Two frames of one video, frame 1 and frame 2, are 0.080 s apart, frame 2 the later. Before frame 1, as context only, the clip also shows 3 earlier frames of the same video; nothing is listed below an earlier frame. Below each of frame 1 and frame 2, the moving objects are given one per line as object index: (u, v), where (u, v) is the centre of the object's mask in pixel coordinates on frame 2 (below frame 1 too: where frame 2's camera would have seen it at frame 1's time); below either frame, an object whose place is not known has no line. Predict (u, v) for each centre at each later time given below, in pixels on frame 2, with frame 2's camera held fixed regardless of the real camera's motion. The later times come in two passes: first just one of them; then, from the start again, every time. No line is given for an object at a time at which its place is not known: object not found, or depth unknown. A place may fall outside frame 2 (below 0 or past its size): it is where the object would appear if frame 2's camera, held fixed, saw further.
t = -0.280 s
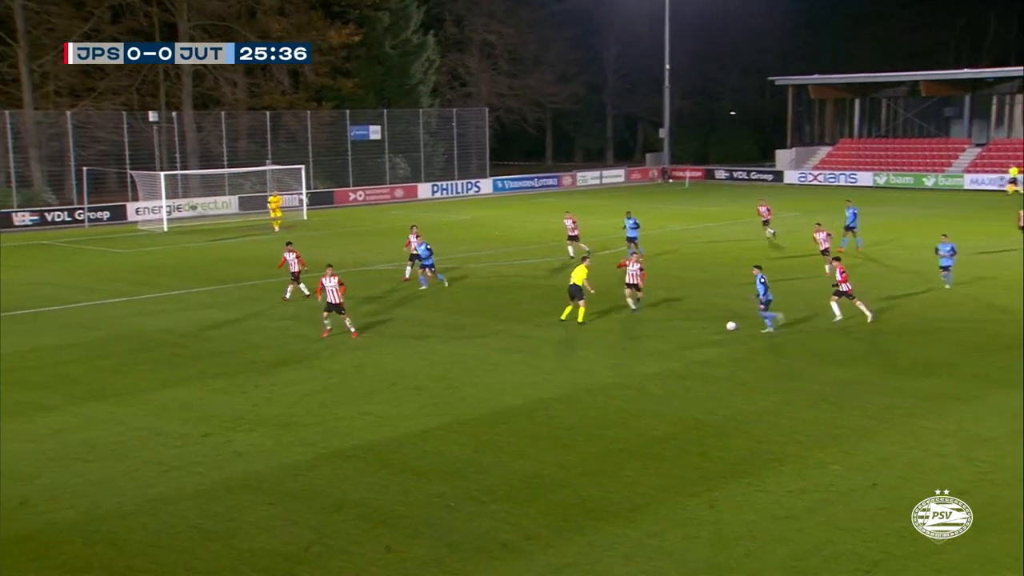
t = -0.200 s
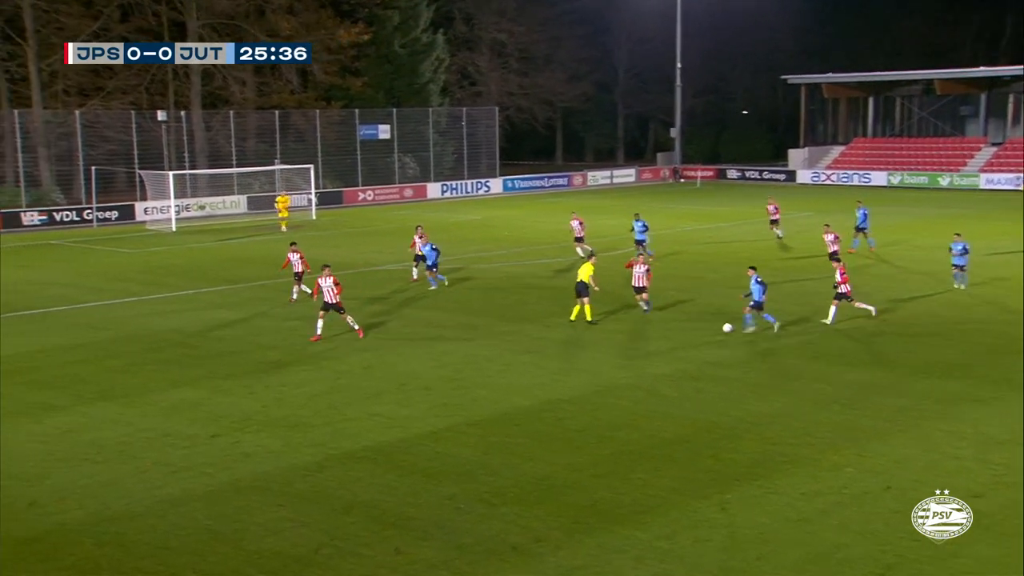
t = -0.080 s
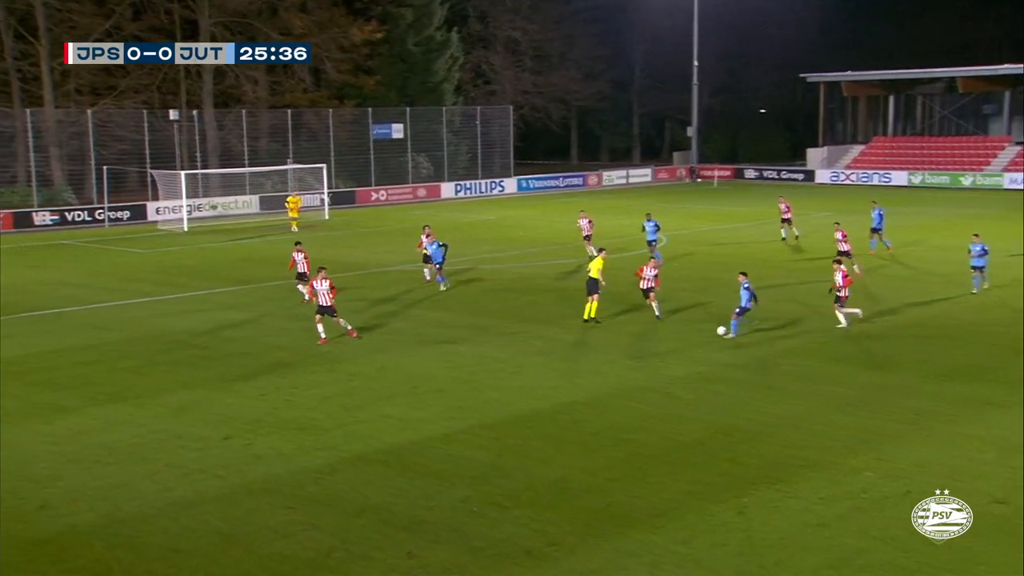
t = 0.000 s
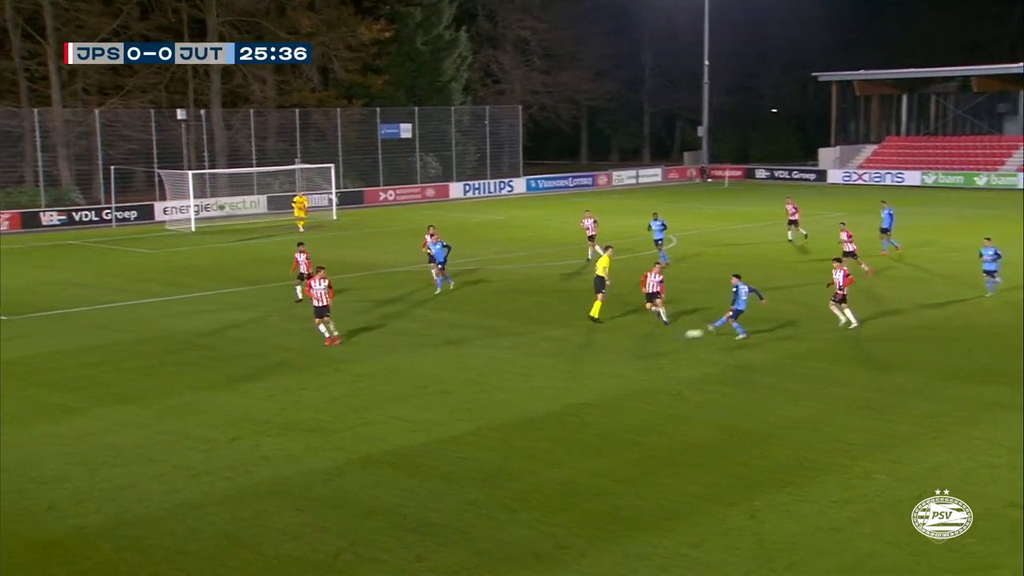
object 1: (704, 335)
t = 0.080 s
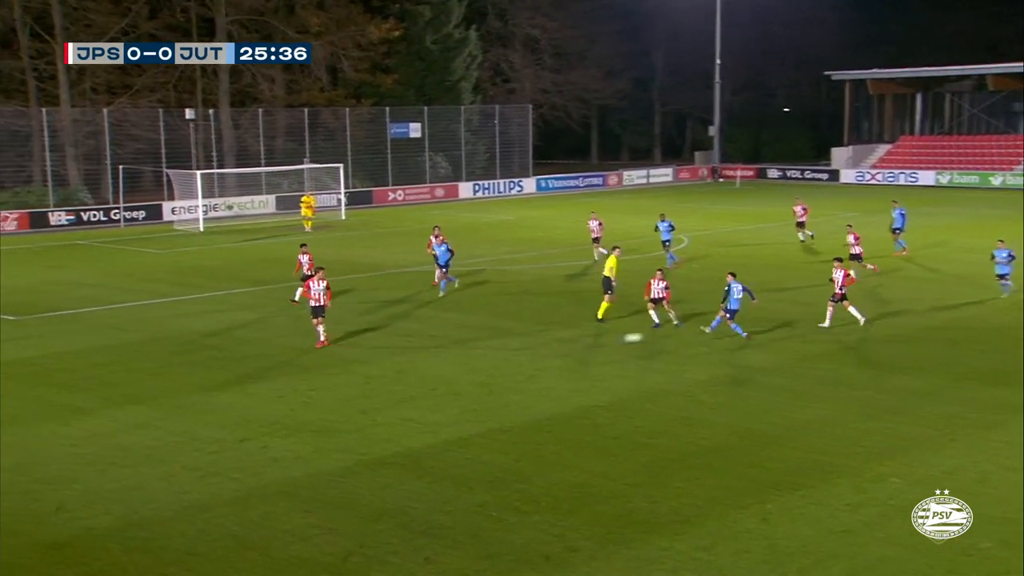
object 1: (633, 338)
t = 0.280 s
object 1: (461, 348)
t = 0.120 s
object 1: (598, 340)
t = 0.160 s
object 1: (561, 343)
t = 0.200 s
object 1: (528, 344)
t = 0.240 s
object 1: (495, 346)
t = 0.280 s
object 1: (461, 348)
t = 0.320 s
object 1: (427, 352)
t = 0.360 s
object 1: (395, 353)
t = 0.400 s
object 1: (363, 354)
